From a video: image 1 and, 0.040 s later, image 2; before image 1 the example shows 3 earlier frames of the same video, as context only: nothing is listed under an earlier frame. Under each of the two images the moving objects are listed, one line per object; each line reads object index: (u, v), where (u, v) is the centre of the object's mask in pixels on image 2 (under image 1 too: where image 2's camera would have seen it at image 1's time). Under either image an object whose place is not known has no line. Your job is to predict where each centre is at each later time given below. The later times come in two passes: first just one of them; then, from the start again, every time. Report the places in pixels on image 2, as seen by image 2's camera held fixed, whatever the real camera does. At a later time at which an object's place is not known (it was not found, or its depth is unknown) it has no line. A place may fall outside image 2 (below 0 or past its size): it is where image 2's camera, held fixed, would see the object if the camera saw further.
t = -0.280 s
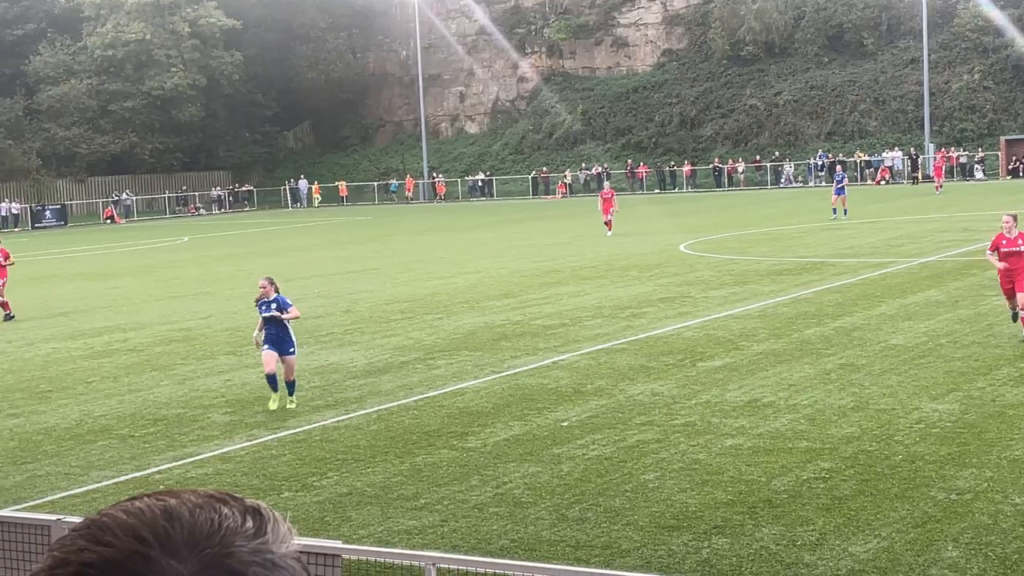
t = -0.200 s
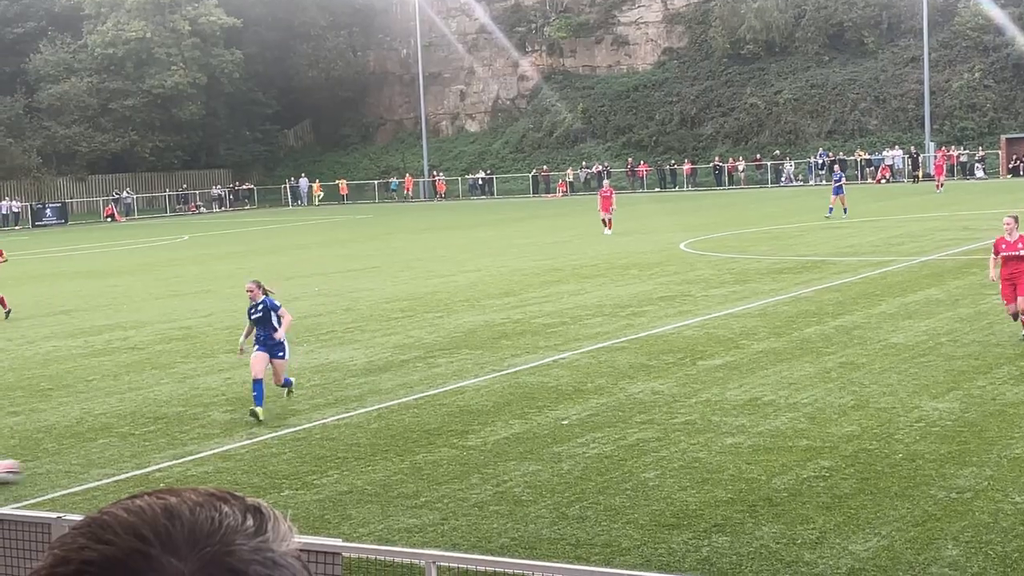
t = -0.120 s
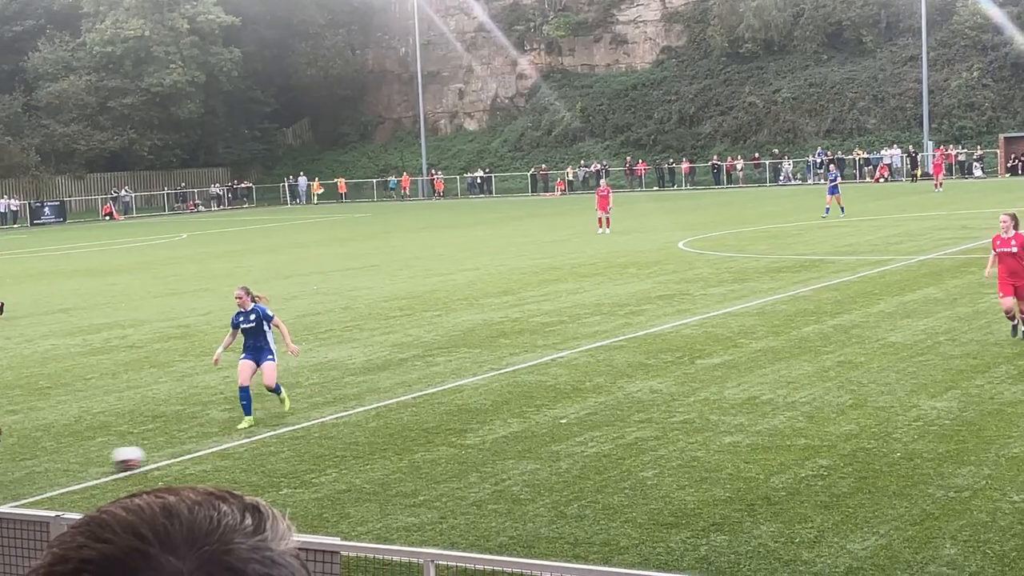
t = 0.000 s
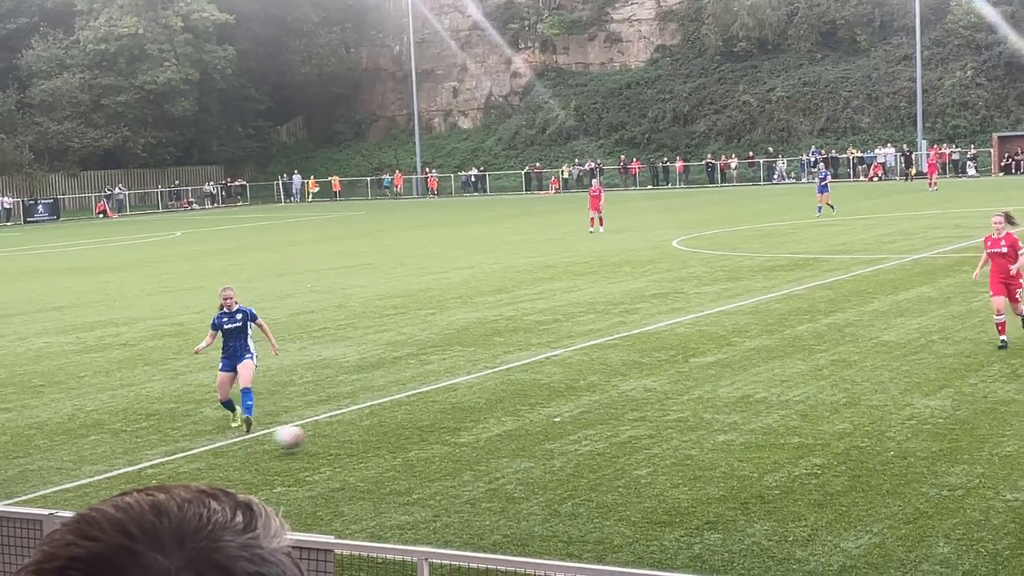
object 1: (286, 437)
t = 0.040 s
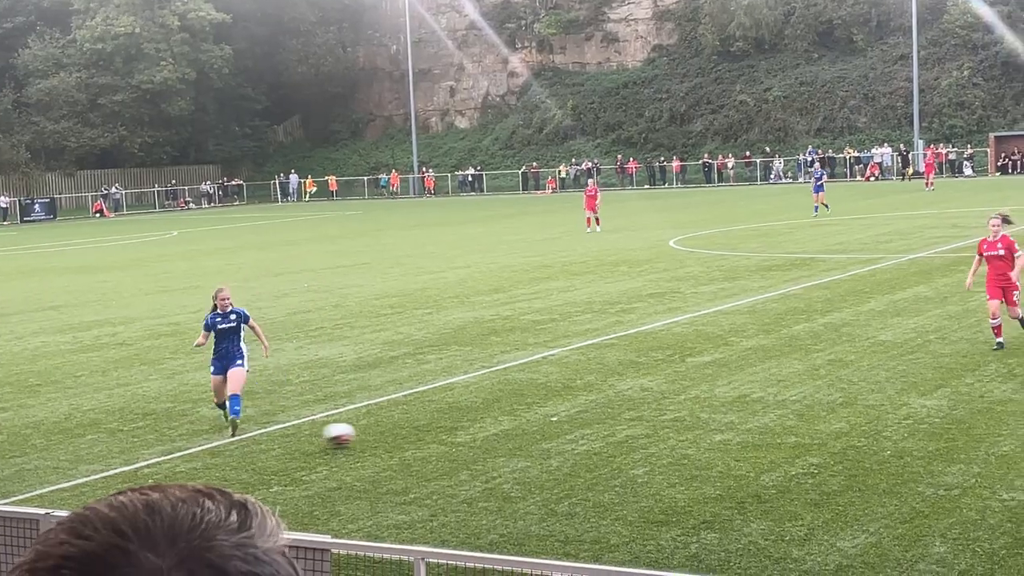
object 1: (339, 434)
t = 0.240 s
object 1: (568, 415)
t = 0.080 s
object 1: (389, 432)
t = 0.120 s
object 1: (435, 424)
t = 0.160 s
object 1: (481, 419)
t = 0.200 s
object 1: (526, 417)
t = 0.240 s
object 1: (568, 415)
